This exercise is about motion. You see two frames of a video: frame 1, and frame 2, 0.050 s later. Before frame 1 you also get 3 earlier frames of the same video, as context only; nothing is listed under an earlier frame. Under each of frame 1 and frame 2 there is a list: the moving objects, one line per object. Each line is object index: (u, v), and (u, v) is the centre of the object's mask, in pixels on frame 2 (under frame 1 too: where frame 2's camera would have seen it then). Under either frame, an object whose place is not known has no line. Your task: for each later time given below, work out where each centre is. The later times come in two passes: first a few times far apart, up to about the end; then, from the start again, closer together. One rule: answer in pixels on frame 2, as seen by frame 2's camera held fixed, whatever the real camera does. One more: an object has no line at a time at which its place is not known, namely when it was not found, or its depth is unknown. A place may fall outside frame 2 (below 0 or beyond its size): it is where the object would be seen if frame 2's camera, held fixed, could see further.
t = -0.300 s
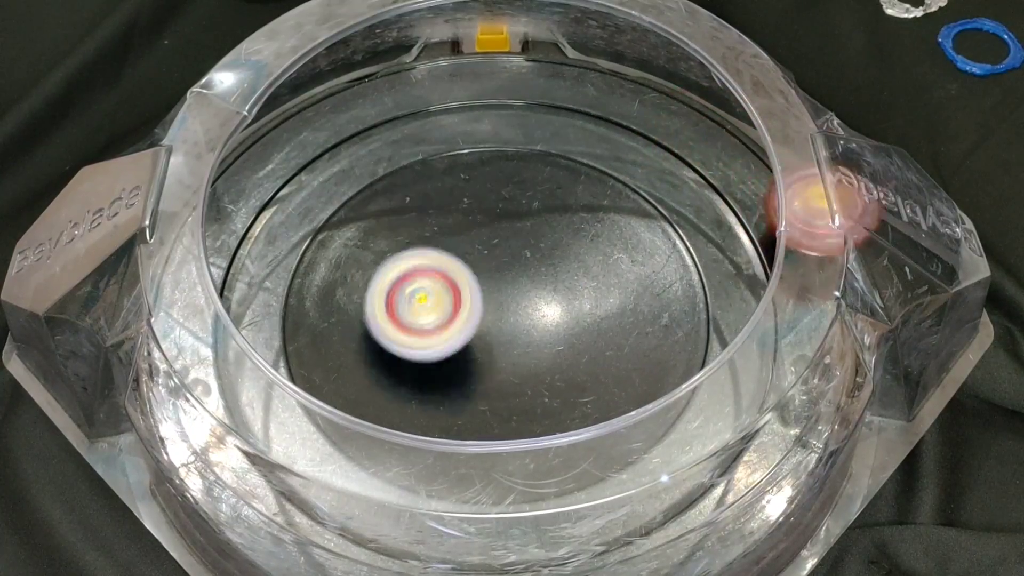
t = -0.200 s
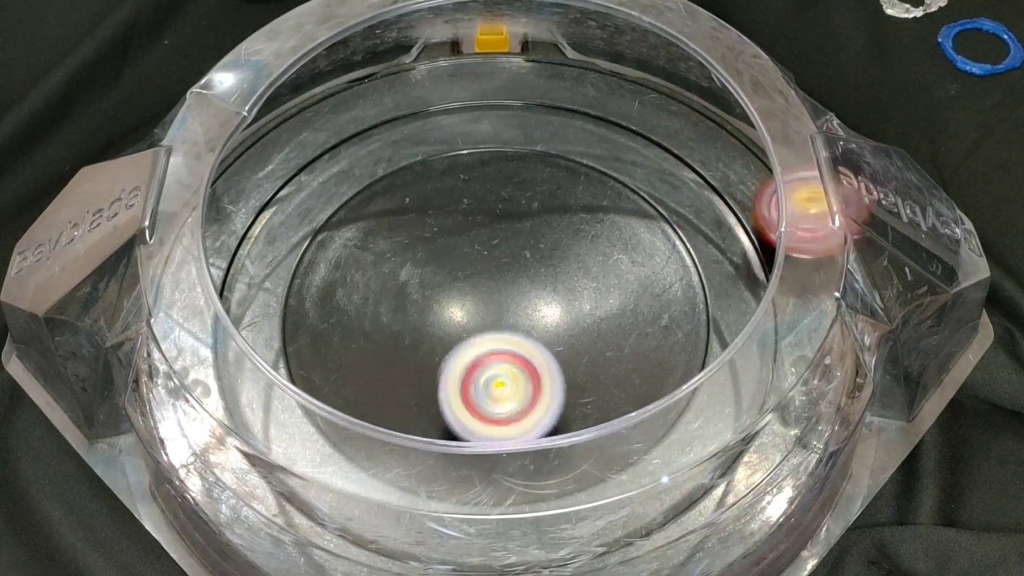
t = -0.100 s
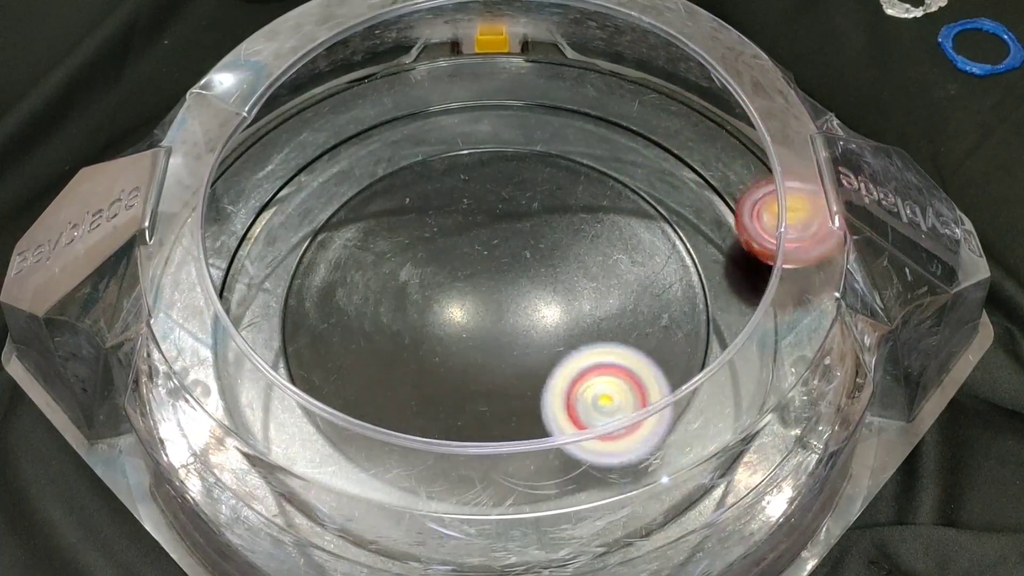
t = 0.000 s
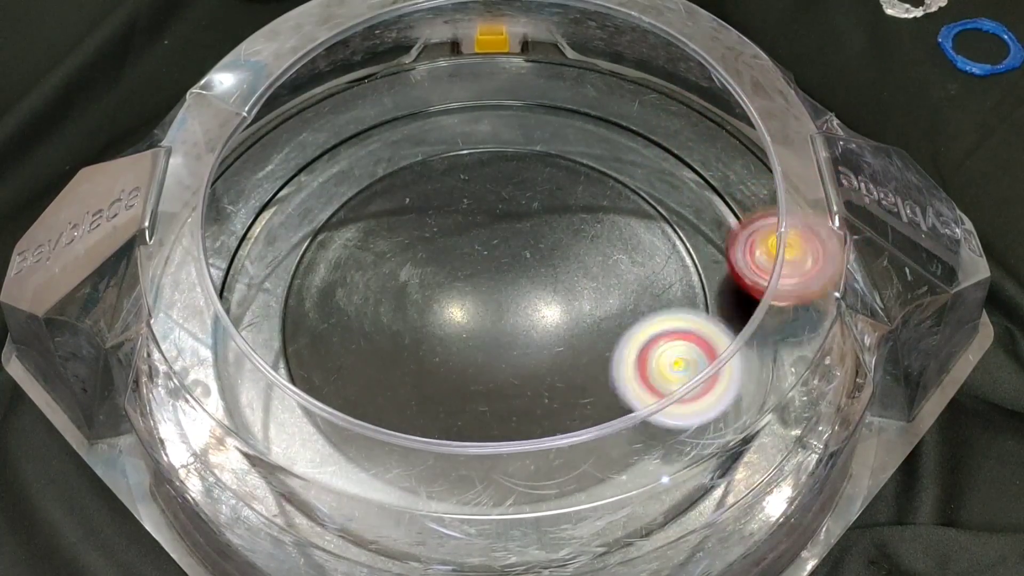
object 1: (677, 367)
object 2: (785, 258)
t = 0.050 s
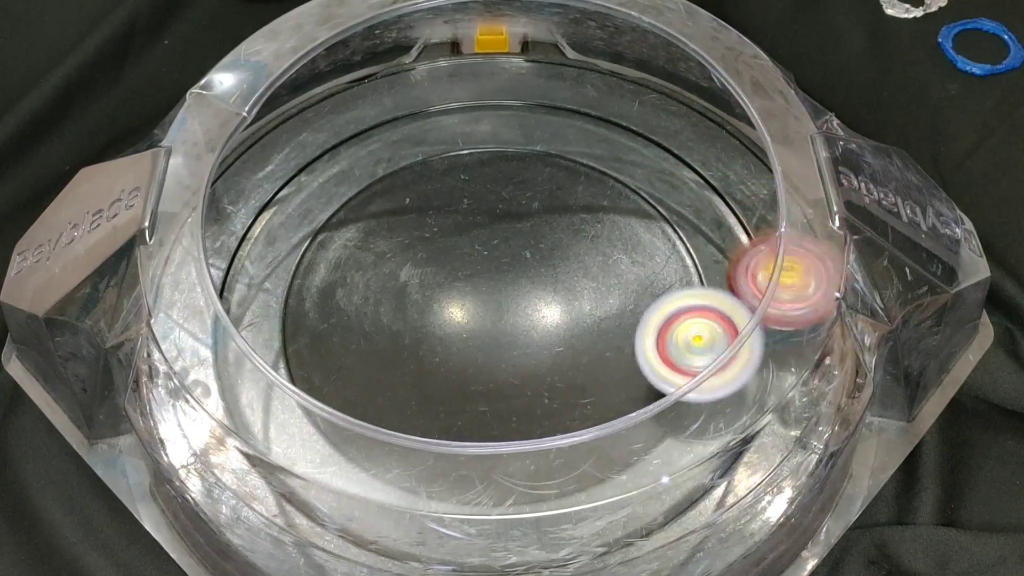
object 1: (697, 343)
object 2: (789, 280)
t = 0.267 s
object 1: (632, 275)
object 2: (826, 269)
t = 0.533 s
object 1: (433, 317)
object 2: (750, 251)
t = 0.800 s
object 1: (517, 456)
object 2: (549, 270)
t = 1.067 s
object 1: (662, 343)
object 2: (340, 445)
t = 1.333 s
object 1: (456, 226)
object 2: (541, 526)
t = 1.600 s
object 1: (306, 382)
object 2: (649, 291)
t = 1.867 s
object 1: (303, 483)
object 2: (354, 133)
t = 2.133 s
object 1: (299, 470)
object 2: (276, 287)
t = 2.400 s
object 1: (342, 507)
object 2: (619, 398)
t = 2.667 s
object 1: (471, 470)
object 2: (769, 196)
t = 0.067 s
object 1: (686, 332)
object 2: (798, 283)
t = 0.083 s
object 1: (682, 332)
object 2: (808, 289)
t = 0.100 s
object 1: (678, 331)
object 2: (817, 290)
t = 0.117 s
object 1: (675, 327)
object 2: (829, 290)
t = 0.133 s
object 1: (671, 324)
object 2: (837, 290)
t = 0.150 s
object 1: (666, 319)
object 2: (842, 289)
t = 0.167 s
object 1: (661, 313)
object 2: (842, 284)
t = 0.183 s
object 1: (656, 308)
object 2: (841, 282)
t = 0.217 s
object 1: (646, 296)
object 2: (834, 279)
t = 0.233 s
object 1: (642, 289)
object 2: (831, 274)
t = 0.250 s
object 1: (637, 282)
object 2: (829, 272)
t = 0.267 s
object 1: (632, 275)
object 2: (826, 269)
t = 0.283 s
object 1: (625, 268)
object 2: (822, 265)
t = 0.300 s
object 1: (616, 263)
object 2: (819, 261)
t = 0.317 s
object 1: (605, 259)
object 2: (823, 259)
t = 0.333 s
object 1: (592, 255)
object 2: (822, 258)
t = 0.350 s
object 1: (579, 253)
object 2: (812, 254)
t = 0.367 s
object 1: (565, 252)
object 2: (807, 251)
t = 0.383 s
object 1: (551, 252)
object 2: (803, 249)
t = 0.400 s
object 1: (537, 253)
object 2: (797, 246)
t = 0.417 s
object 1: (521, 257)
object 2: (795, 244)
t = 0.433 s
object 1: (506, 261)
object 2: (788, 242)
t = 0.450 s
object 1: (491, 268)
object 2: (785, 242)
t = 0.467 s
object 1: (477, 276)
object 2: (778, 242)
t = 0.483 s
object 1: (464, 285)
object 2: (775, 243)
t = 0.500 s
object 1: (453, 294)
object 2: (768, 245)
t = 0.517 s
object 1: (442, 305)
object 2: (759, 247)
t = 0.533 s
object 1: (433, 317)
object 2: (750, 251)
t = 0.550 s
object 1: (426, 327)
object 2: (735, 251)
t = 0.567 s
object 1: (421, 338)
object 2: (730, 254)
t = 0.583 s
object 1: (418, 350)
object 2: (724, 258)
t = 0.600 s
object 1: (417, 361)
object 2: (717, 263)
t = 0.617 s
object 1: (418, 372)
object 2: (709, 268)
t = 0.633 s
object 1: (421, 382)
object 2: (700, 276)
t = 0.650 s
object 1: (426, 391)
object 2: (688, 283)
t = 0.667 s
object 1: (433, 400)
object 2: (676, 287)
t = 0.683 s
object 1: (443, 401)
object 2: (662, 291)
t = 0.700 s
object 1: (448, 420)
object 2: (649, 292)
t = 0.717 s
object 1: (458, 426)
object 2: (636, 293)
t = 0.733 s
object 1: (468, 434)
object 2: (620, 290)
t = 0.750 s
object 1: (478, 442)
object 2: (604, 287)
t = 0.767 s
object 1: (491, 444)
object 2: (587, 282)
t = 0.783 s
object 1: (504, 453)
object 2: (569, 276)
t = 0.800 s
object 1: (517, 456)
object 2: (549, 270)
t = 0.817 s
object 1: (530, 458)
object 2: (527, 266)
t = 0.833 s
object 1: (544, 459)
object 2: (505, 264)
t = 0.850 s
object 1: (558, 458)
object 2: (483, 264)
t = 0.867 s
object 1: (572, 456)
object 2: (460, 266)
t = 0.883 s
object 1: (585, 455)
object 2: (438, 271)
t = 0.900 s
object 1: (597, 450)
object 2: (417, 278)
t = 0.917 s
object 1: (609, 445)
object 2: (397, 288)
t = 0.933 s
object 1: (620, 436)
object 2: (380, 298)
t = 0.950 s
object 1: (630, 427)
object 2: (364, 312)
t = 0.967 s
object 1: (638, 413)
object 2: (352, 326)
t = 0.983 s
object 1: (646, 406)
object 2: (341, 343)
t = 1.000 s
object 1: (653, 393)
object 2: (337, 358)
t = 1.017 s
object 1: (658, 381)
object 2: (331, 377)
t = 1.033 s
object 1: (661, 368)
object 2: (331, 399)
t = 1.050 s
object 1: (659, 352)
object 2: (333, 420)
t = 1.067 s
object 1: (662, 343)
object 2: (340, 445)
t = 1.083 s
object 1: (662, 332)
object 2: (348, 470)
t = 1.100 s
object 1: (658, 319)
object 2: (356, 495)
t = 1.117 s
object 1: (652, 307)
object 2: (359, 515)
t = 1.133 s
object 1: (645, 294)
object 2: (367, 526)
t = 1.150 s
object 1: (636, 282)
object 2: (379, 532)
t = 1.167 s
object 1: (624, 271)
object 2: (397, 540)
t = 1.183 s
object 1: (611, 261)
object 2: (410, 547)
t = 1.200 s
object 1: (596, 252)
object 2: (429, 550)
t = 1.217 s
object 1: (581, 244)
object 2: (444, 548)
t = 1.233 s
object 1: (564, 237)
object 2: (459, 544)
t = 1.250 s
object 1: (547, 232)
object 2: (474, 542)
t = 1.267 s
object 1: (529, 228)
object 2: (486, 539)
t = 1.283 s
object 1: (511, 226)
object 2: (499, 536)
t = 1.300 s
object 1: (493, 224)
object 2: (511, 534)
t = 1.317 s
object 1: (474, 225)
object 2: (526, 531)
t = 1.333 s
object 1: (456, 226)
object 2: (541, 526)
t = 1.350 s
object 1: (439, 229)
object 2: (554, 521)
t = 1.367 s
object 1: (422, 233)
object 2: (564, 513)
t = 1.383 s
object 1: (406, 240)
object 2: (574, 502)
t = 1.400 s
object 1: (391, 247)
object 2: (583, 493)
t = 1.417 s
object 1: (377, 256)
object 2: (590, 479)
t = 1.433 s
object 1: (364, 266)
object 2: (598, 475)
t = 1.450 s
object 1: (352, 276)
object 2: (602, 452)
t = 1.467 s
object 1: (342, 287)
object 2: (608, 444)
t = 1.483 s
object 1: (332, 298)
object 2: (615, 426)
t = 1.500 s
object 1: (324, 310)
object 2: (624, 409)
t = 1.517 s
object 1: (317, 322)
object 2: (633, 391)
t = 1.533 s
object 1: (314, 334)
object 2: (636, 368)
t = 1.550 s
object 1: (308, 346)
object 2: (645, 353)
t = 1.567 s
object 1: (305, 358)
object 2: (652, 334)
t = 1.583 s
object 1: (306, 370)
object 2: (651, 313)
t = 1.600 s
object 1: (306, 382)
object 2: (649, 291)
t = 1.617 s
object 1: (308, 393)
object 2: (644, 269)
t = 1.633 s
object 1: (314, 404)
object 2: (636, 249)
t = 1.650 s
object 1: (321, 415)
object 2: (625, 229)
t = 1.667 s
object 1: (326, 424)
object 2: (611, 211)
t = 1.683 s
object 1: (329, 434)
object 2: (596, 195)
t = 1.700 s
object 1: (329, 443)
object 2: (577, 180)
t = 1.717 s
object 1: (330, 451)
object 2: (557, 167)
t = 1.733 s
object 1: (330, 458)
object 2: (536, 156)
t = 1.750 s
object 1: (329, 463)
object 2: (513, 147)
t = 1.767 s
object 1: (326, 468)
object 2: (491, 140)
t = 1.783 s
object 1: (322, 472)
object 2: (468, 135)
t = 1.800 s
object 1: (316, 476)
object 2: (444, 132)
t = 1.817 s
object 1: (312, 478)
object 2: (419, 132)
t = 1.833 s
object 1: (308, 478)
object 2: (396, 133)
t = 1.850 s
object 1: (302, 483)
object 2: (375, 132)
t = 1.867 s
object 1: (303, 483)
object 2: (354, 133)
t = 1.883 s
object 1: (310, 479)
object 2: (337, 132)
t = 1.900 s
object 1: (316, 480)
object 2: (319, 133)
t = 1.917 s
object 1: (320, 480)
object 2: (302, 135)
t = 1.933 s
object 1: (326, 482)
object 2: (288, 141)
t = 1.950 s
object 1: (329, 483)
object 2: (275, 146)
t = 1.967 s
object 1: (331, 483)
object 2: (264, 153)
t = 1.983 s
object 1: (333, 484)
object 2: (257, 165)
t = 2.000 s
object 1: (331, 483)
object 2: (256, 177)
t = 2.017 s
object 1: (330, 482)
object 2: (255, 189)
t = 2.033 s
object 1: (327, 481)
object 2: (255, 202)
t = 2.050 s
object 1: (323, 479)
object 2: (256, 219)
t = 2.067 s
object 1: (318, 477)
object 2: (258, 232)
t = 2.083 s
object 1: (312, 476)
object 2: (261, 244)
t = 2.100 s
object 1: (308, 473)
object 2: (264, 260)
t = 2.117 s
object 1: (301, 473)
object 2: (270, 273)
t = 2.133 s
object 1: (299, 470)
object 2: (276, 287)
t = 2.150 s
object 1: (297, 469)
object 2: (282, 301)
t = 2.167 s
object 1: (296, 468)
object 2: (292, 318)
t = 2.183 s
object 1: (300, 468)
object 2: (304, 334)
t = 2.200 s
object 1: (300, 468)
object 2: (318, 350)
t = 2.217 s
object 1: (301, 469)
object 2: (334, 366)
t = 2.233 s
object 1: (290, 480)
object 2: (357, 376)
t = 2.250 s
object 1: (283, 491)
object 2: (383, 385)
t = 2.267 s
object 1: (277, 505)
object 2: (408, 393)
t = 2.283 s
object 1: (275, 513)
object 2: (432, 408)
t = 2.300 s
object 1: (286, 510)
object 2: (458, 413)
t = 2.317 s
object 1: (298, 508)
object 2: (485, 418)
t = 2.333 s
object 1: (306, 505)
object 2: (513, 418)
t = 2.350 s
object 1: (319, 502)
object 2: (541, 419)
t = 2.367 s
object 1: (323, 503)
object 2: (567, 413)
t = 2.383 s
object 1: (332, 506)
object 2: (594, 407)
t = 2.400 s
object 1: (342, 507)
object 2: (619, 398)
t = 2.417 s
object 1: (353, 506)
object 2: (643, 384)
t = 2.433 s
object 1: (368, 504)
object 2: (664, 369)
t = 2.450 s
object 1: (380, 504)
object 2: (681, 354)
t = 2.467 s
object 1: (392, 504)
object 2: (696, 339)
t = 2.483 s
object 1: (400, 503)
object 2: (710, 318)
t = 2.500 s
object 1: (408, 501)
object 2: (720, 300)
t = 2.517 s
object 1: (415, 500)
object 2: (722, 283)
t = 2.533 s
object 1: (421, 498)
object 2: (739, 270)
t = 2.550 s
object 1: (428, 496)
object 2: (749, 258)
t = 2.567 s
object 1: (434, 493)
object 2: (758, 246)
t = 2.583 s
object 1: (441, 490)
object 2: (764, 231)
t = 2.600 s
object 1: (444, 493)
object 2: (769, 220)
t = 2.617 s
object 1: (449, 481)
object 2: (771, 213)
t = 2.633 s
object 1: (456, 478)
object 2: (777, 204)
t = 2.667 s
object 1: (471, 470)
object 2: (769, 196)
